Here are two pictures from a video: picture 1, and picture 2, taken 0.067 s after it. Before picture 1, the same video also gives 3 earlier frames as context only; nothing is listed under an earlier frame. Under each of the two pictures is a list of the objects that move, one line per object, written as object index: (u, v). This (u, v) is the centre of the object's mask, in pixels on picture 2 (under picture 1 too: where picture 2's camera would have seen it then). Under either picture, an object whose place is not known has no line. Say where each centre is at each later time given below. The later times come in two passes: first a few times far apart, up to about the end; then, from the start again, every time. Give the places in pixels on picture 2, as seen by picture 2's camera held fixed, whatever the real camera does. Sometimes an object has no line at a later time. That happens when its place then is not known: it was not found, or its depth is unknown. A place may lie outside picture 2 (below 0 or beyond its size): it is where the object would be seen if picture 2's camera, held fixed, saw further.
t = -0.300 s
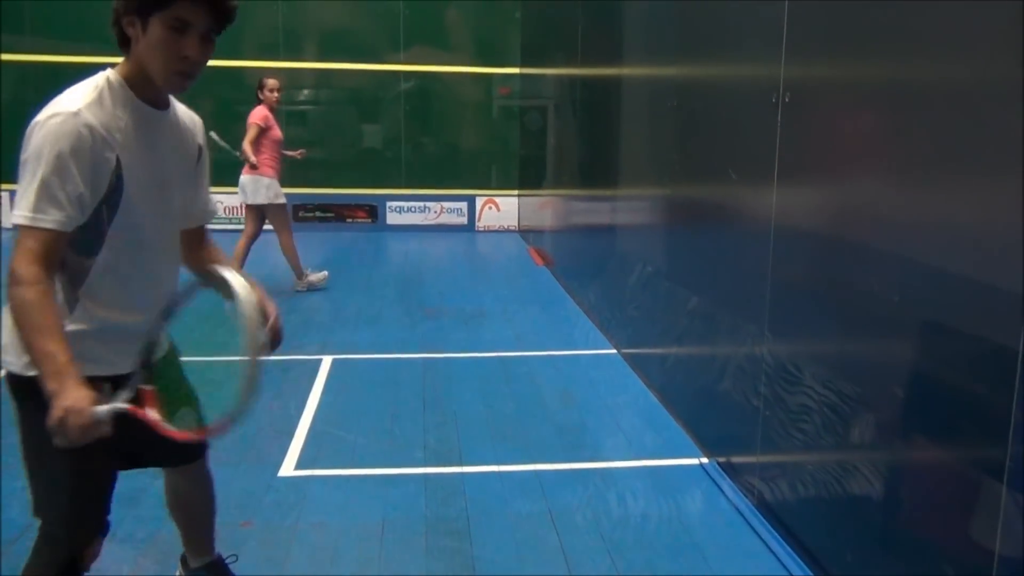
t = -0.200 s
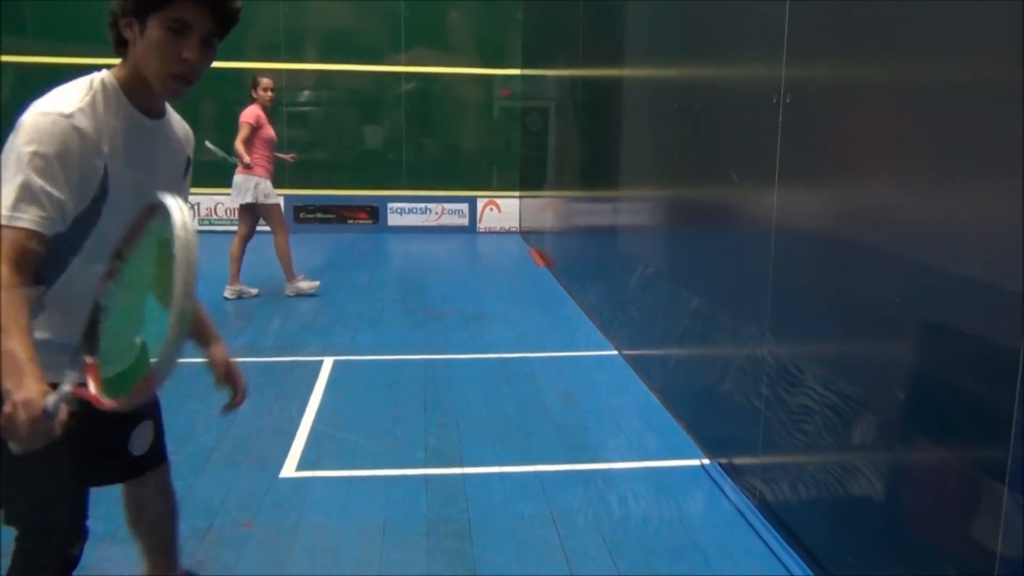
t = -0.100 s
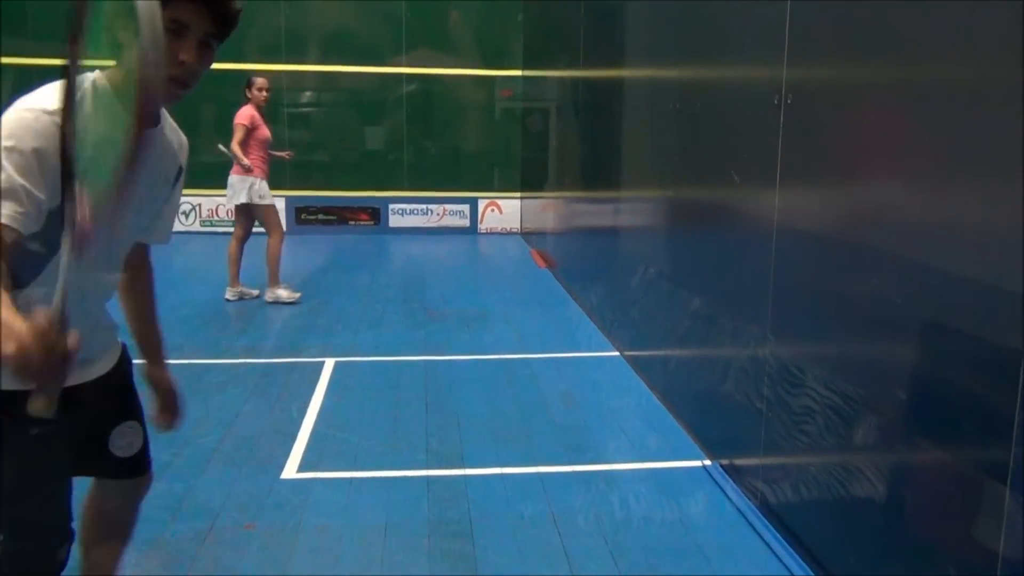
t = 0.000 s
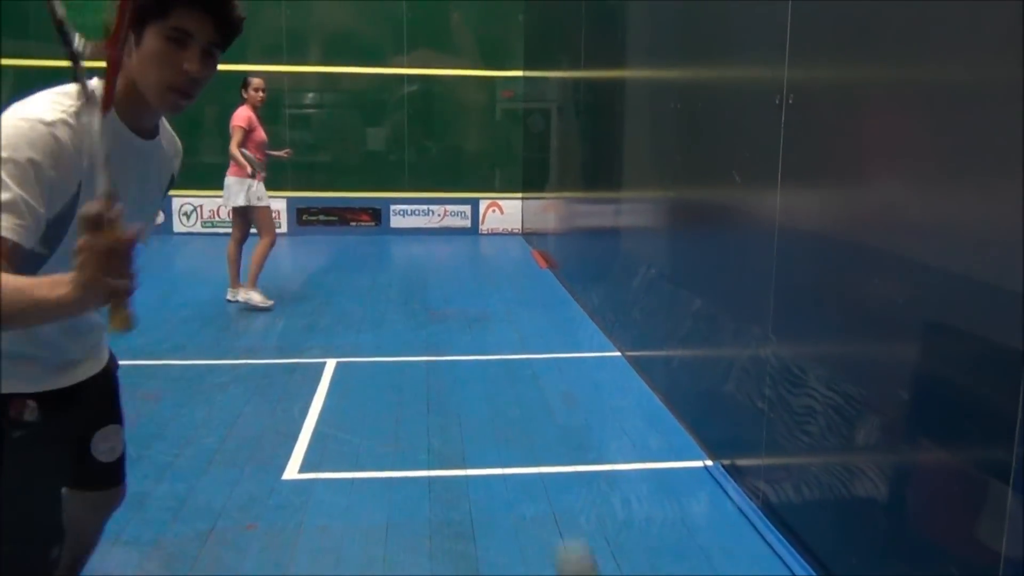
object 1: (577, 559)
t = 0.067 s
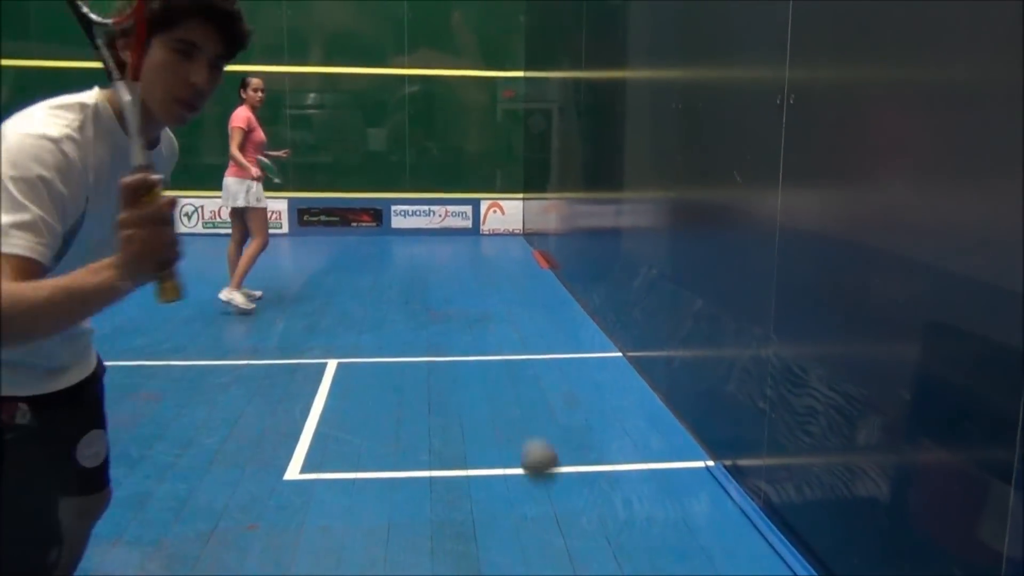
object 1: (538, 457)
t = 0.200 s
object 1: (488, 402)
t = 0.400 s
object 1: (446, 510)
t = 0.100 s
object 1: (524, 428)
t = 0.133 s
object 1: (510, 411)
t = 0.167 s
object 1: (498, 403)
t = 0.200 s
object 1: (488, 402)
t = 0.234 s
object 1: (479, 409)
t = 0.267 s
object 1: (471, 421)
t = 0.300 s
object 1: (463, 438)
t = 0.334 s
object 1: (458, 458)
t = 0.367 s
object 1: (451, 485)
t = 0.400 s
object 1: (446, 510)
